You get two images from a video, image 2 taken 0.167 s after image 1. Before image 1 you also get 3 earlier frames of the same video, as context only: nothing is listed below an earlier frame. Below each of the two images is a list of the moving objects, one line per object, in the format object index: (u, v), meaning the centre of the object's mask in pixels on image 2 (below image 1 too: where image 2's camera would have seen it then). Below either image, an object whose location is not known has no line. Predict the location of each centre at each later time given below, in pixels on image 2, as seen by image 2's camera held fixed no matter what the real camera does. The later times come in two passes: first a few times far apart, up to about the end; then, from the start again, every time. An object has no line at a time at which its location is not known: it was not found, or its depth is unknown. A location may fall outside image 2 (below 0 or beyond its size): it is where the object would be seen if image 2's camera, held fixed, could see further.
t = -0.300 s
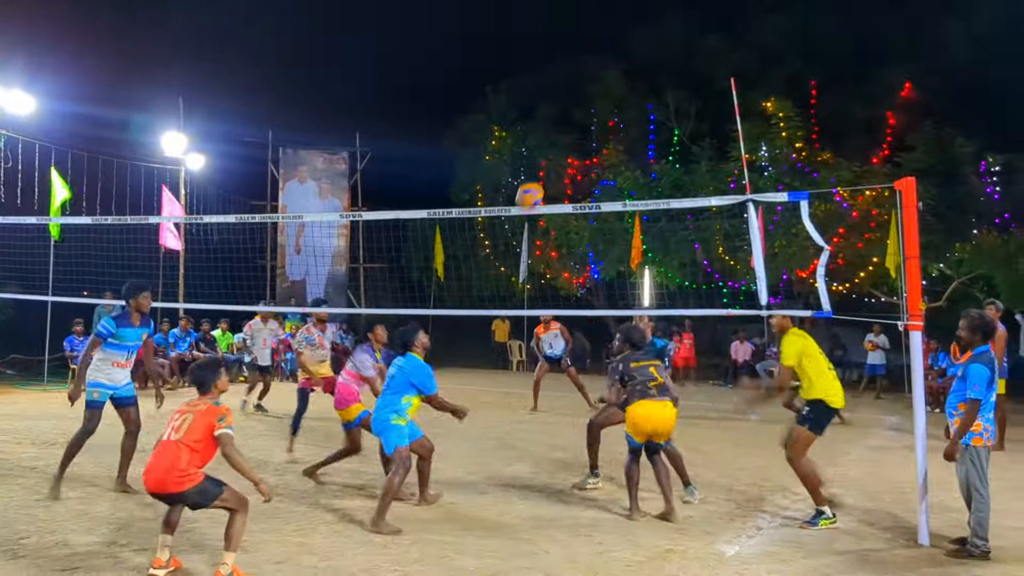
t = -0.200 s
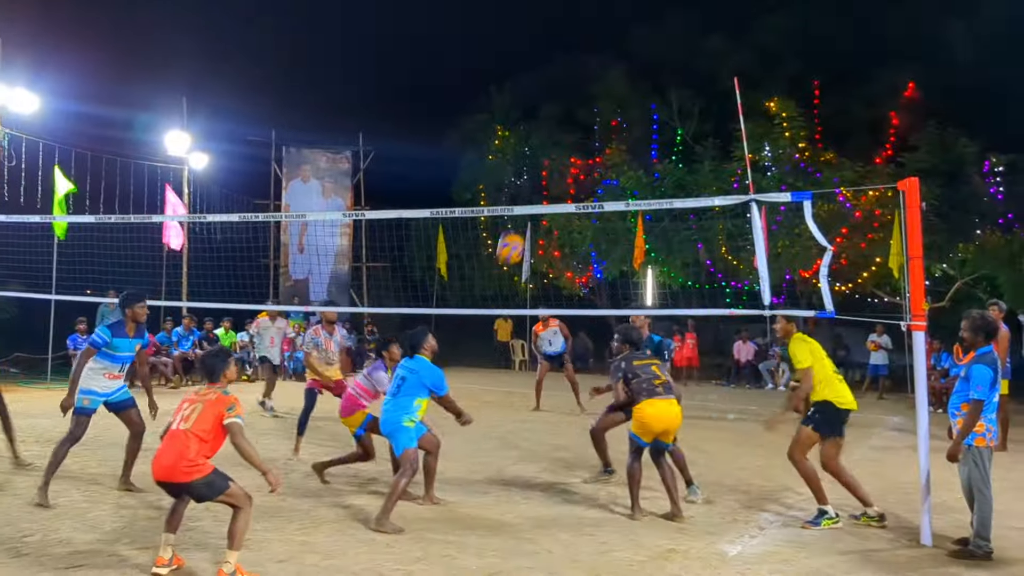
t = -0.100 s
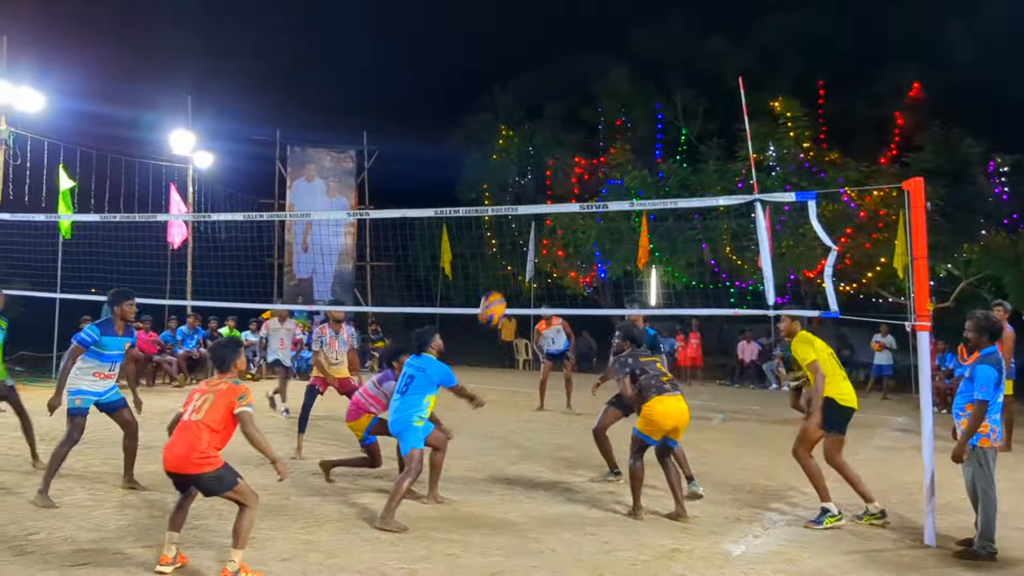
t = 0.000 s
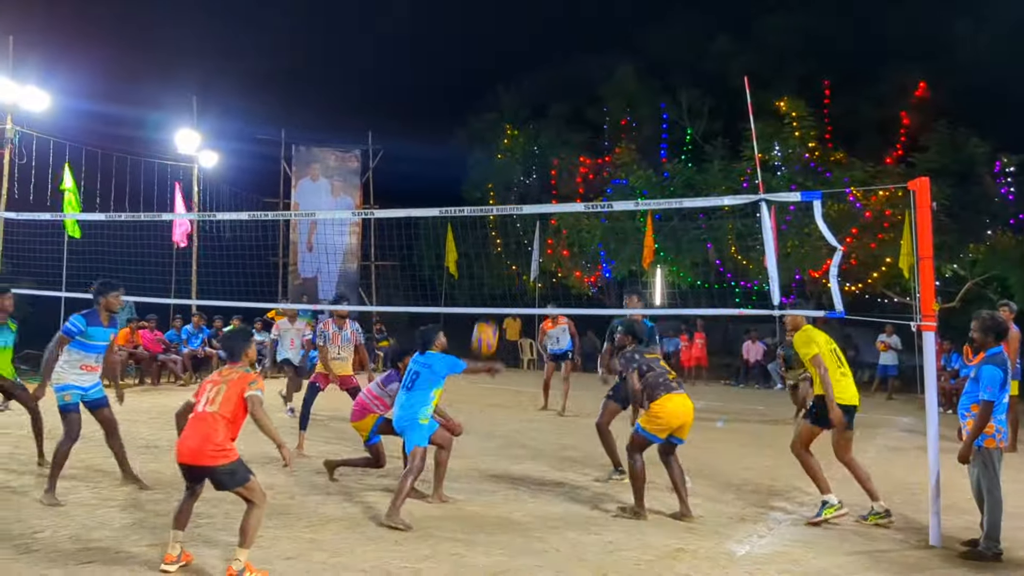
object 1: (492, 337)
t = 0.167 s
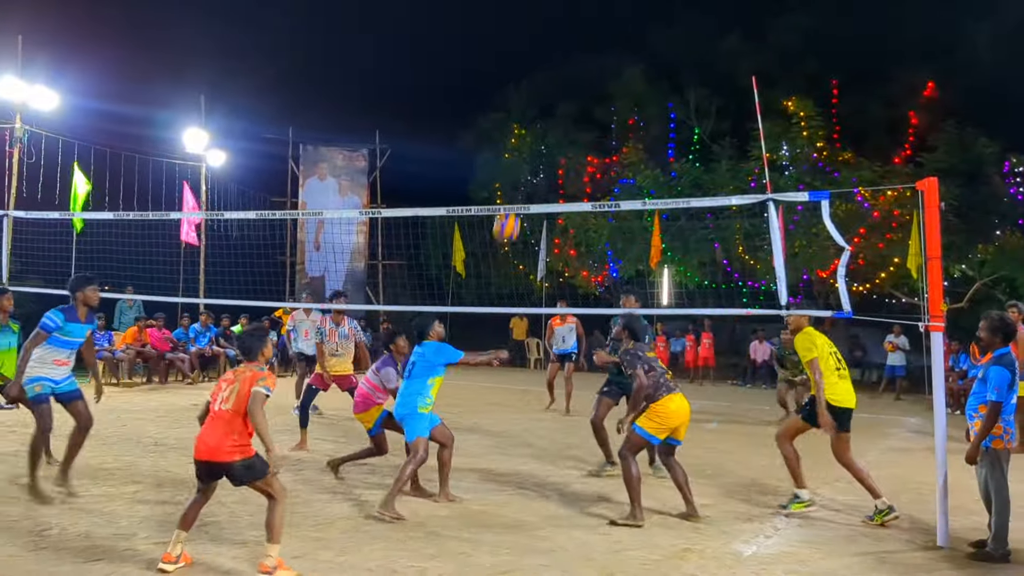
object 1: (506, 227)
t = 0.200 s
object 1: (511, 207)
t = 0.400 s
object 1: (529, 124)
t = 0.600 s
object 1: (547, 86)
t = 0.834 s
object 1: (569, 104)
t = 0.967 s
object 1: (581, 147)
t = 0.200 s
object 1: (511, 207)
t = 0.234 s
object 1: (513, 190)
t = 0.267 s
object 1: (516, 175)
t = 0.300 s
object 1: (520, 160)
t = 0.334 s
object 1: (522, 147)
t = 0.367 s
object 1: (526, 134)
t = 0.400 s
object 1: (529, 124)
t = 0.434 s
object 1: (532, 114)
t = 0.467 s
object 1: (535, 106)
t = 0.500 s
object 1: (538, 99)
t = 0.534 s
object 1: (541, 93)
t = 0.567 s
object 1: (544, 89)
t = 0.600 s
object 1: (547, 86)
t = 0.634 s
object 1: (551, 84)
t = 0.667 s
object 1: (554, 84)
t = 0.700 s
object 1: (557, 85)
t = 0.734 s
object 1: (560, 87)
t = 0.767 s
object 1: (563, 92)
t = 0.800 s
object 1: (566, 98)
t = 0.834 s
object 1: (569, 104)
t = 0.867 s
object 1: (572, 113)
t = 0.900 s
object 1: (575, 123)
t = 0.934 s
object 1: (578, 134)
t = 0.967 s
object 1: (581, 147)
